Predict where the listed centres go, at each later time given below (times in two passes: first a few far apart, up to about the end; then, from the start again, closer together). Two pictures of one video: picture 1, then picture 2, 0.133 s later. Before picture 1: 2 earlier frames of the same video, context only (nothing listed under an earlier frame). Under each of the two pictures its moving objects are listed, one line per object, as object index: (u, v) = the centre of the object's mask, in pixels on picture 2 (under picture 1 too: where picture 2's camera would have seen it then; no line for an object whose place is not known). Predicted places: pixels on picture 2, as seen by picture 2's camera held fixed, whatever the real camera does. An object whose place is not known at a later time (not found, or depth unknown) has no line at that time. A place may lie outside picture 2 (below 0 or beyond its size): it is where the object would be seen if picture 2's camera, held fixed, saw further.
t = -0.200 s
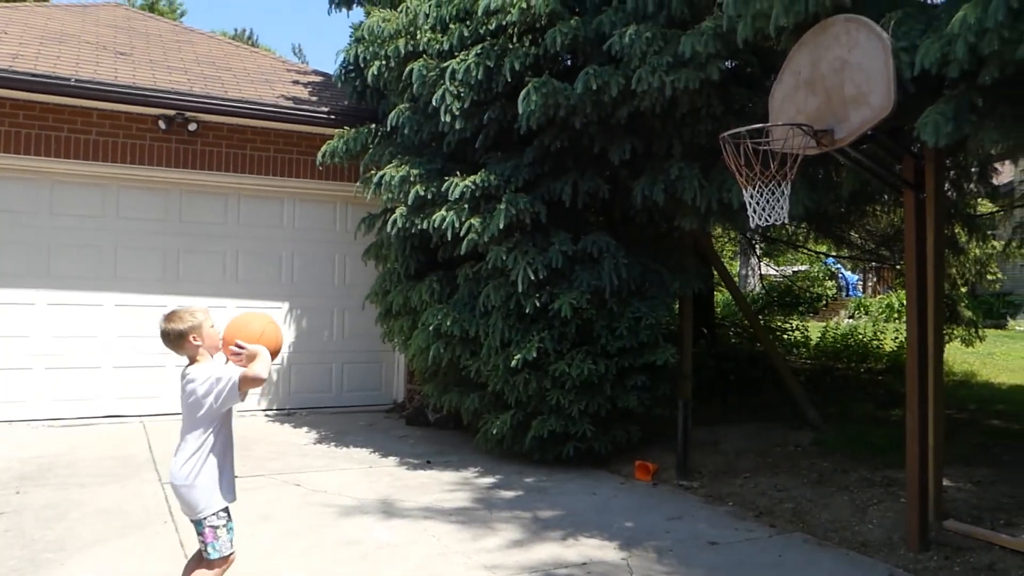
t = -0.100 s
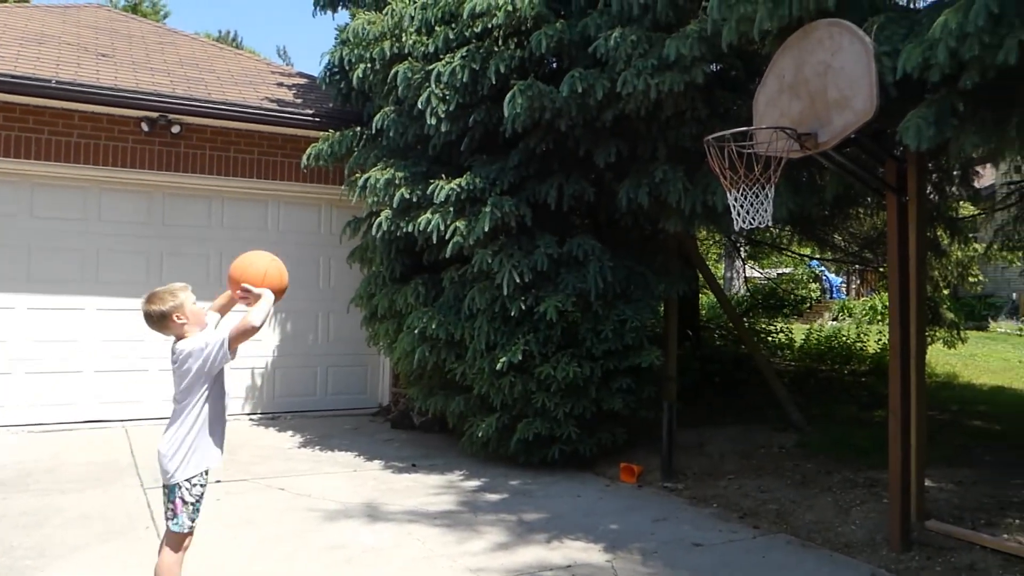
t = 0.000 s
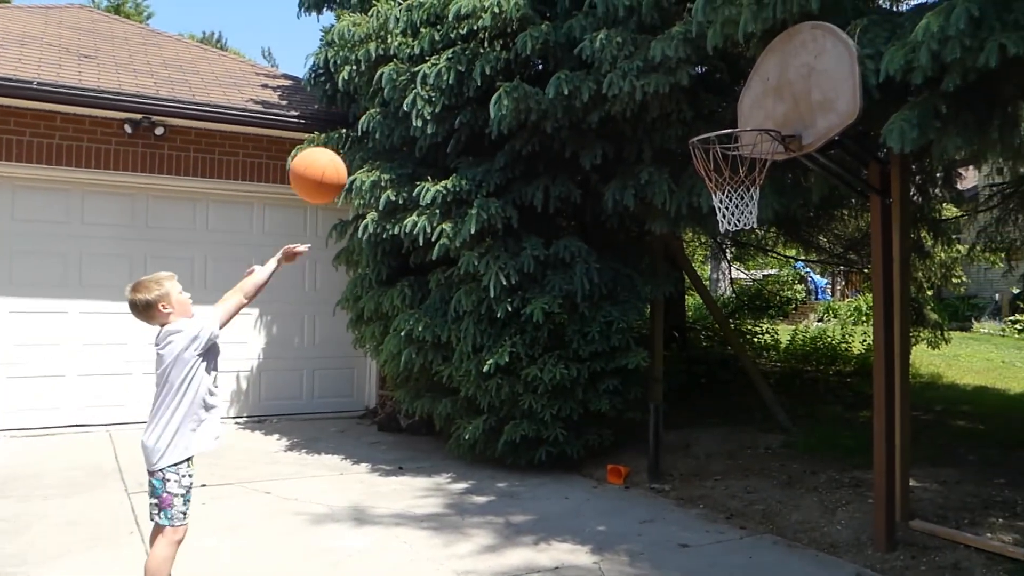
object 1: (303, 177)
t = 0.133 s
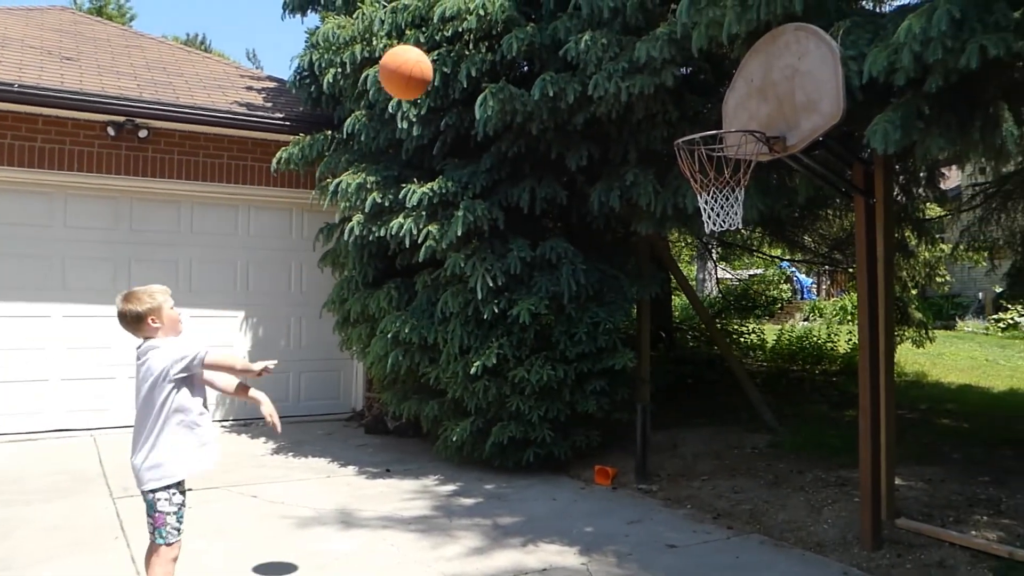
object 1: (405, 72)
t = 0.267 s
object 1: (497, 18)
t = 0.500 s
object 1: (633, 9)
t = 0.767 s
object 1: (760, 109)
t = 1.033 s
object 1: (691, 99)
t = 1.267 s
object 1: (688, 112)
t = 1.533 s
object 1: (650, 152)
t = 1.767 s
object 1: (614, 297)
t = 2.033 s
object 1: (581, 559)
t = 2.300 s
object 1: (563, 346)
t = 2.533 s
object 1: (551, 269)
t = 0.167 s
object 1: (429, 53)
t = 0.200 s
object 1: (452, 38)
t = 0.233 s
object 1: (475, 25)
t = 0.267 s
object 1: (497, 18)
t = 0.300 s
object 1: (517, 14)
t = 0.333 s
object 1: (538, 10)
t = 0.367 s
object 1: (558, 8)
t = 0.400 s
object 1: (577, 7)
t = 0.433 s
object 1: (596, 6)
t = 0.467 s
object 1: (615, 7)
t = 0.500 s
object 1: (633, 9)
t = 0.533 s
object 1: (651, 13)
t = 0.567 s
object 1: (668, 20)
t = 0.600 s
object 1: (685, 31)
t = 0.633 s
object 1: (702, 44)
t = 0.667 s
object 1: (718, 58)
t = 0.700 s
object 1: (734, 74)
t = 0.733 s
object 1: (750, 92)
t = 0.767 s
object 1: (760, 109)
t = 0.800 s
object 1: (747, 118)
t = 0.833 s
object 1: (732, 118)
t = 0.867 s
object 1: (717, 120)
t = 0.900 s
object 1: (701, 124)
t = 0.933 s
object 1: (692, 120)
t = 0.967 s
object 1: (692, 113)
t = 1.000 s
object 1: (692, 105)
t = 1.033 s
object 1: (691, 99)
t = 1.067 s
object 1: (691, 95)
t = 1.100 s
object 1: (690, 93)
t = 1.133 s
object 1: (690, 93)
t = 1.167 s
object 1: (689, 94)
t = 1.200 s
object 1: (689, 98)
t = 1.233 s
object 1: (688, 104)
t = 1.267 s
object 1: (688, 112)
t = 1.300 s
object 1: (684, 113)
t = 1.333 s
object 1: (679, 112)
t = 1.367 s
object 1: (674, 114)
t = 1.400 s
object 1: (669, 117)
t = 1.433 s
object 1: (665, 122)
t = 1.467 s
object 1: (660, 130)
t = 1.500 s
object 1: (655, 140)
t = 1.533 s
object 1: (650, 152)
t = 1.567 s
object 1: (645, 166)
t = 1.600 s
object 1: (640, 182)
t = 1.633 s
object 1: (634, 200)
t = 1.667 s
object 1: (629, 221)
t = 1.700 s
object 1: (624, 244)
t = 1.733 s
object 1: (619, 270)
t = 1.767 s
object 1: (614, 297)
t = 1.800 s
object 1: (609, 328)
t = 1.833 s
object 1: (604, 360)
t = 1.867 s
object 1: (599, 395)
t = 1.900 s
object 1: (593, 432)
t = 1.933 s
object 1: (591, 473)
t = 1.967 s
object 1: (586, 515)
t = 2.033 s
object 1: (581, 559)
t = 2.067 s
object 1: (576, 525)
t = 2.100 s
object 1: (574, 494)
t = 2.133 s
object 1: (573, 465)
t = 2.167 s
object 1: (570, 437)
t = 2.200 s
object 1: (568, 411)
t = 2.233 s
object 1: (567, 387)
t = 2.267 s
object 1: (565, 366)
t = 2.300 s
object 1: (563, 346)
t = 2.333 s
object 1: (561, 329)
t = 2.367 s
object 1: (559, 313)
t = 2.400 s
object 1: (558, 299)
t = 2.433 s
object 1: (556, 289)
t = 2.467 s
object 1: (554, 279)
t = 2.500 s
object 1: (552, 273)
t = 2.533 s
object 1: (551, 269)
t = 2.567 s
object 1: (549, 267)
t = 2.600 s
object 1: (547, 267)
